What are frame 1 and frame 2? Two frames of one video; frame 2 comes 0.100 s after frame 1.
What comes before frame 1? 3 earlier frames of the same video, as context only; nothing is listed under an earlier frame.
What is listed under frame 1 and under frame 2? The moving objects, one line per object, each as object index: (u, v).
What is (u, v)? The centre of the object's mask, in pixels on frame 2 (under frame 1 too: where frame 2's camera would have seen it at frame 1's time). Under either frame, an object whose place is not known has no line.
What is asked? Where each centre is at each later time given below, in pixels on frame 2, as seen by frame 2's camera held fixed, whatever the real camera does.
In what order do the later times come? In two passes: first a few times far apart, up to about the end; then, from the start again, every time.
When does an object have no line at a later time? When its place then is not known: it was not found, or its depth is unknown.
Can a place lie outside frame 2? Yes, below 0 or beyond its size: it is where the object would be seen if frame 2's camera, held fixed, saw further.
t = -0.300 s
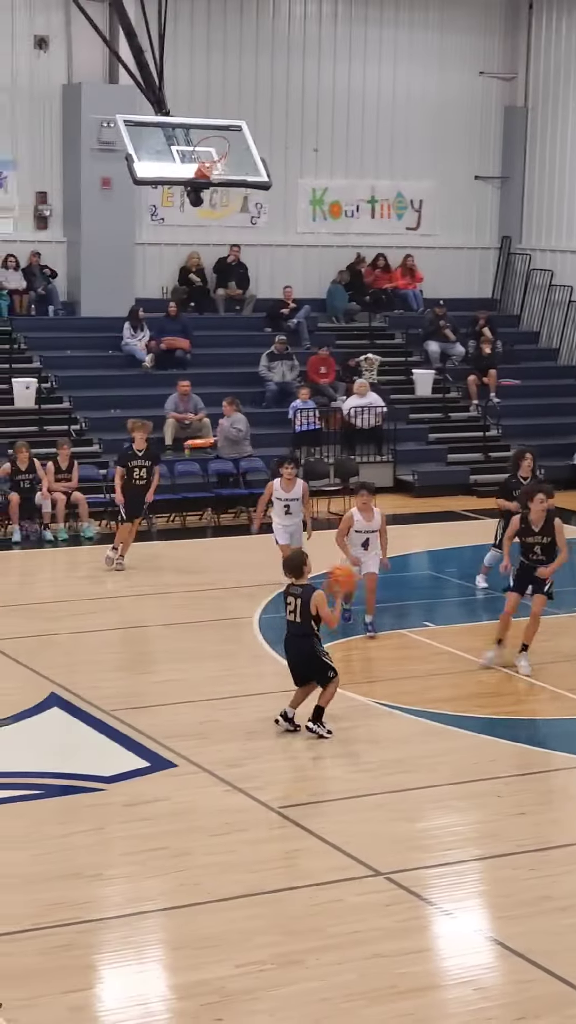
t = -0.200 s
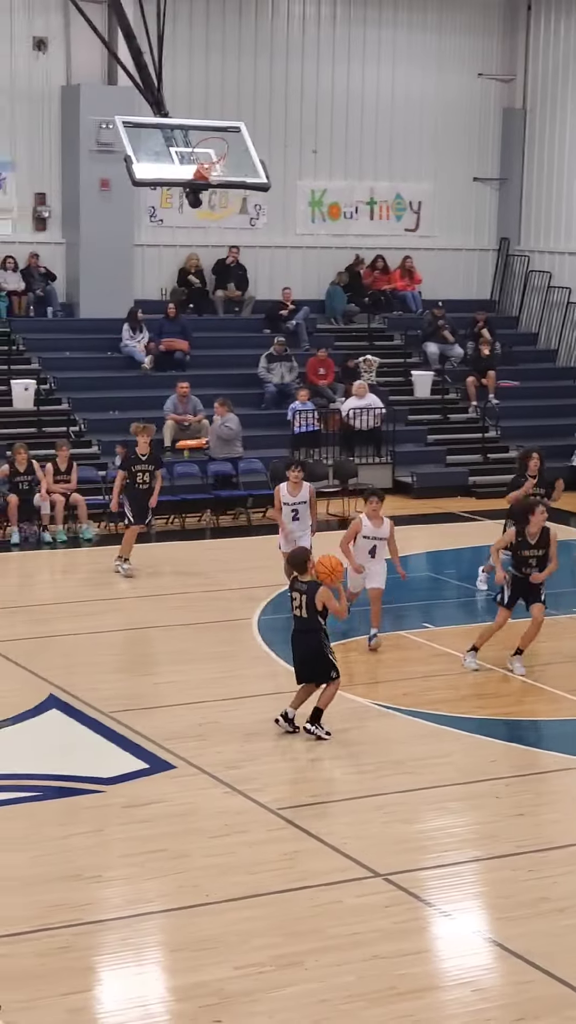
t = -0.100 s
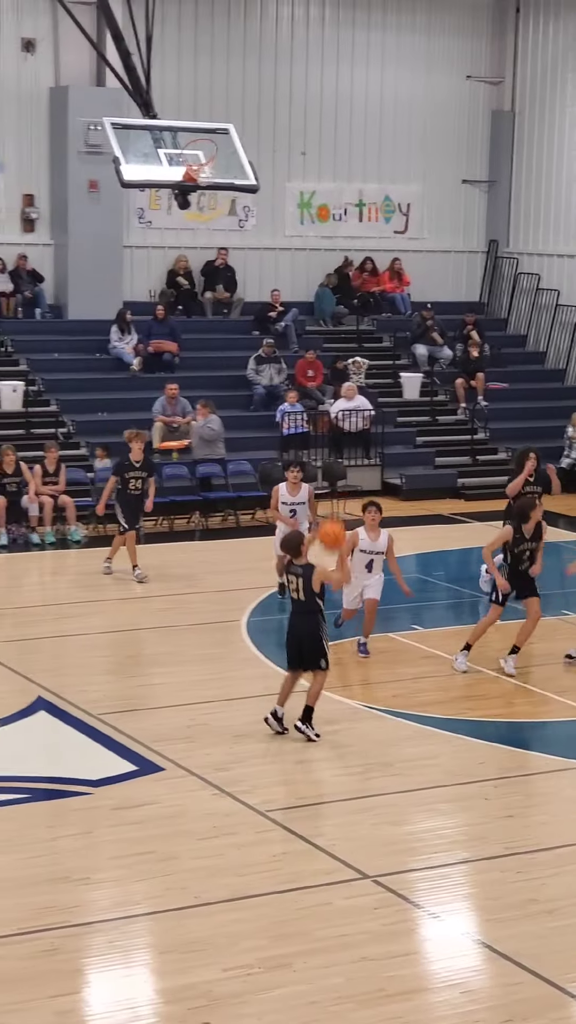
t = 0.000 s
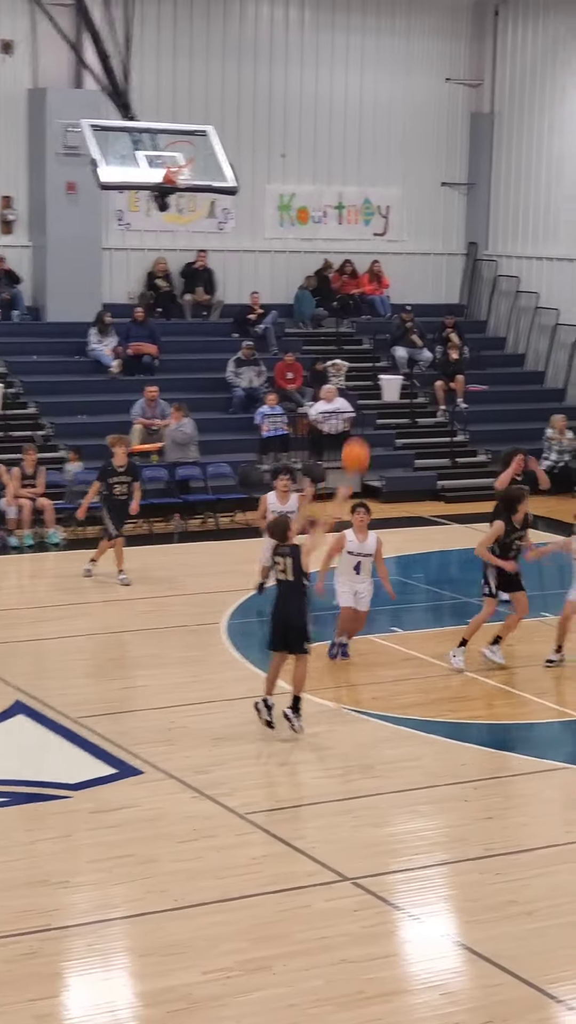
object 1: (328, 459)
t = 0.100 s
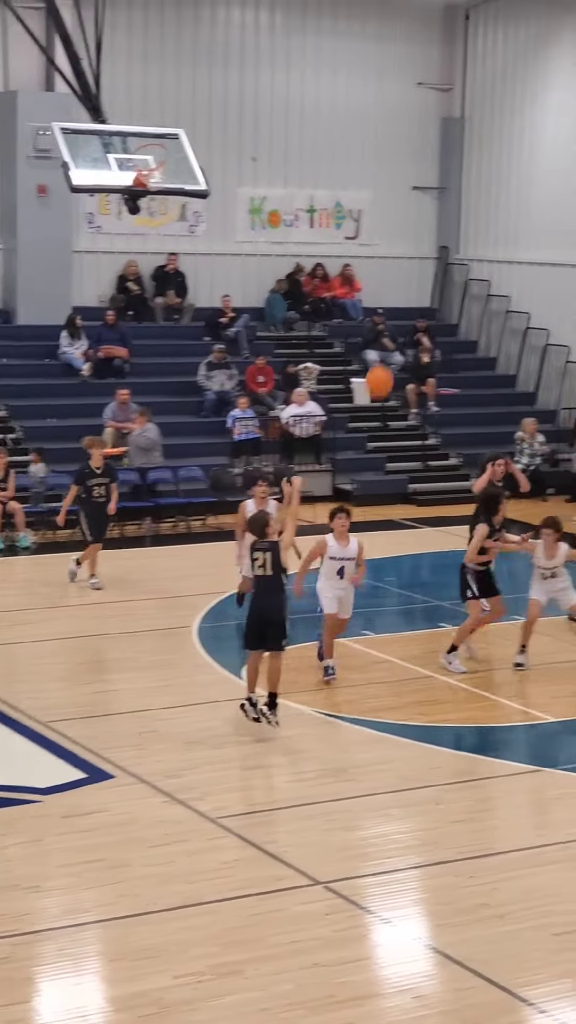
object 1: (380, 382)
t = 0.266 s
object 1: (460, 283)
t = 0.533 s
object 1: (579, 200)
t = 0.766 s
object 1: (670, 194)
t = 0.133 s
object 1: (395, 359)
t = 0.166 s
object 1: (412, 338)
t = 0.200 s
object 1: (428, 319)
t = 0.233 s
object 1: (444, 300)
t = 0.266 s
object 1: (460, 283)
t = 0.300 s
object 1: (476, 268)
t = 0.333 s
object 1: (492, 254)
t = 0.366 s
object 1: (507, 241)
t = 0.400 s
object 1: (522, 230)
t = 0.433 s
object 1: (536, 220)
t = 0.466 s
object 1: (551, 212)
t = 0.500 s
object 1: (565, 205)
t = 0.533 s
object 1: (579, 200)
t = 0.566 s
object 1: (593, 195)
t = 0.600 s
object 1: (606, 192)
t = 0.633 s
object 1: (619, 191)
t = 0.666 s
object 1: (632, 190)
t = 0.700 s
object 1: (644, 191)
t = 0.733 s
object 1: (657, 191)
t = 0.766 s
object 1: (670, 194)
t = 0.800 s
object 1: (681, 198)
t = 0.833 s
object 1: (693, 204)
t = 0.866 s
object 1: (704, 209)
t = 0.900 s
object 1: (715, 217)
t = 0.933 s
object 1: (727, 224)
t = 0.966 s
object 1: (737, 234)
